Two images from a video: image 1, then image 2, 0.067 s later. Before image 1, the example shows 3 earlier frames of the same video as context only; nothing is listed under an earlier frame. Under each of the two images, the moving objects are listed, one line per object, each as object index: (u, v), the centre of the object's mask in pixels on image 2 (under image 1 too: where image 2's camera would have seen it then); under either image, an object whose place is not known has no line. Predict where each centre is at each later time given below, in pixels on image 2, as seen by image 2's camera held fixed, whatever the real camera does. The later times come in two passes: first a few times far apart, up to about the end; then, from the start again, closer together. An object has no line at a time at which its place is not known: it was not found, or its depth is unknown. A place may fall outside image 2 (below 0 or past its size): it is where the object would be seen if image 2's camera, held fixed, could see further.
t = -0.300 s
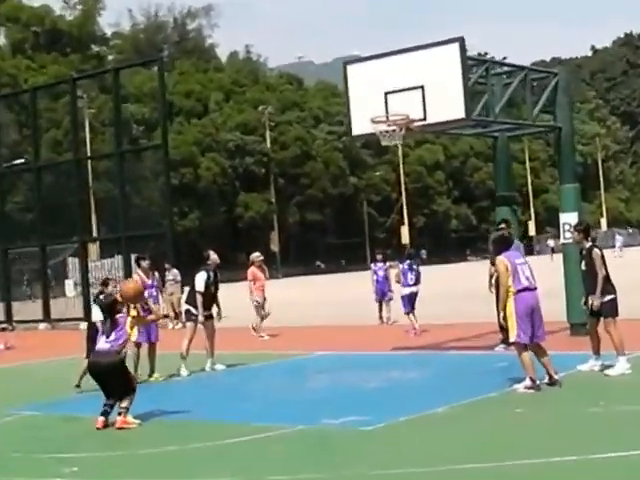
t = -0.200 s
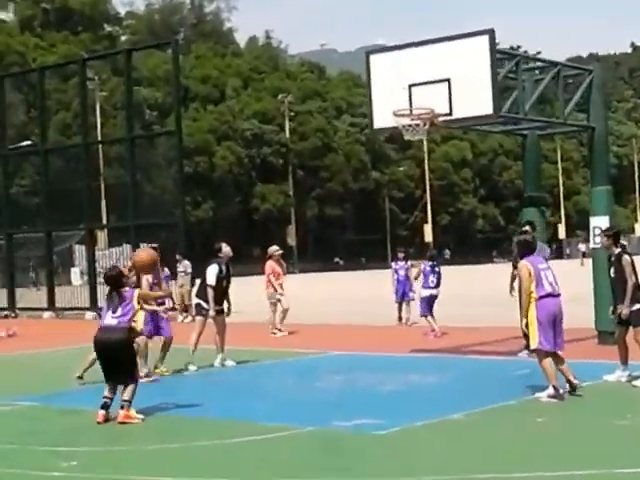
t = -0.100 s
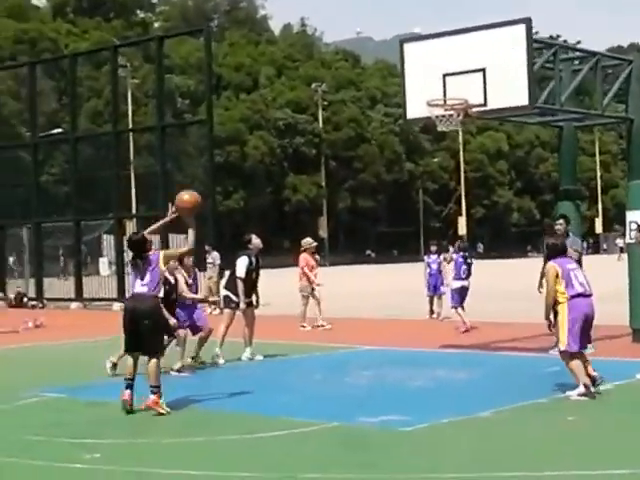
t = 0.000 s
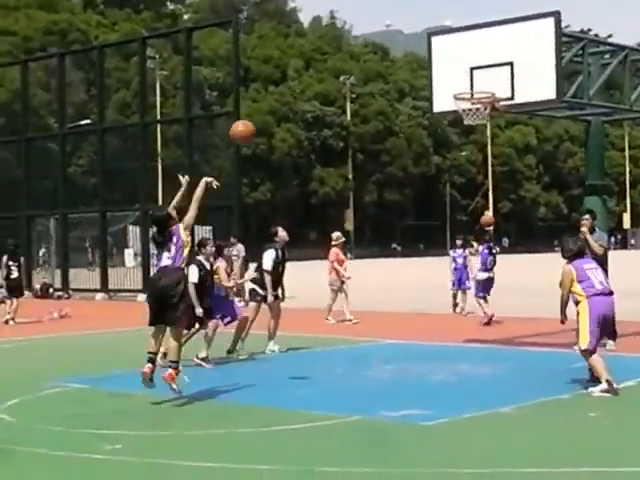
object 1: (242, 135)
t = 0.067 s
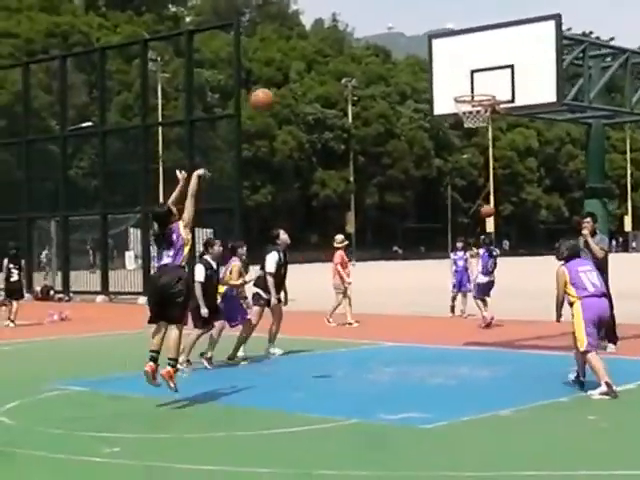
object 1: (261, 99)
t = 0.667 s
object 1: (414, 28)
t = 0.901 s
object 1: (464, 89)
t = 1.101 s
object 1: (466, 75)
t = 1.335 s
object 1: (470, 101)
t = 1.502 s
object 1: (473, 154)
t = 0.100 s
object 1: (271, 82)
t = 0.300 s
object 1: (326, 23)
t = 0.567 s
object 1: (392, 14)
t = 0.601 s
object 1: (399, 18)
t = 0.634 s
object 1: (407, 22)
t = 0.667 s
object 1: (414, 28)
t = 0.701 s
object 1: (420, 34)
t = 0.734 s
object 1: (429, 41)
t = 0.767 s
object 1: (435, 48)
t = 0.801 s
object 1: (442, 57)
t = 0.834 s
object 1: (450, 67)
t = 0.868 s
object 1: (457, 77)
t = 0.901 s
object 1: (464, 89)
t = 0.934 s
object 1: (465, 88)
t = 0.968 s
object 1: (465, 83)
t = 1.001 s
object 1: (465, 79)
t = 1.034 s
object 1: (466, 77)
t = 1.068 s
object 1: (465, 75)
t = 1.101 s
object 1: (466, 75)
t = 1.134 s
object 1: (466, 75)
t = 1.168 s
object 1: (467, 77)
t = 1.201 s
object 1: (468, 80)
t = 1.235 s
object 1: (468, 83)
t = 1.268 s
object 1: (468, 87)
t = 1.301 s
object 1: (469, 93)
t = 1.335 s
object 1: (470, 101)
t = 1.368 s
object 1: (471, 109)
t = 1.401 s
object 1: (471, 118)
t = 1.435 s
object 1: (471, 127)
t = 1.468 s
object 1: (472, 139)
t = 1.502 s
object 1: (473, 154)
